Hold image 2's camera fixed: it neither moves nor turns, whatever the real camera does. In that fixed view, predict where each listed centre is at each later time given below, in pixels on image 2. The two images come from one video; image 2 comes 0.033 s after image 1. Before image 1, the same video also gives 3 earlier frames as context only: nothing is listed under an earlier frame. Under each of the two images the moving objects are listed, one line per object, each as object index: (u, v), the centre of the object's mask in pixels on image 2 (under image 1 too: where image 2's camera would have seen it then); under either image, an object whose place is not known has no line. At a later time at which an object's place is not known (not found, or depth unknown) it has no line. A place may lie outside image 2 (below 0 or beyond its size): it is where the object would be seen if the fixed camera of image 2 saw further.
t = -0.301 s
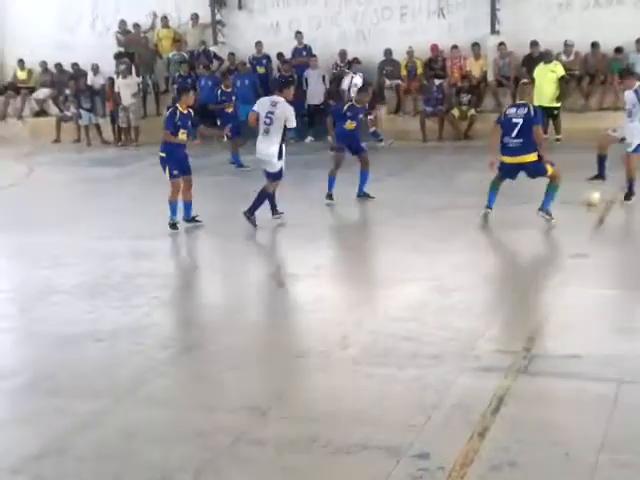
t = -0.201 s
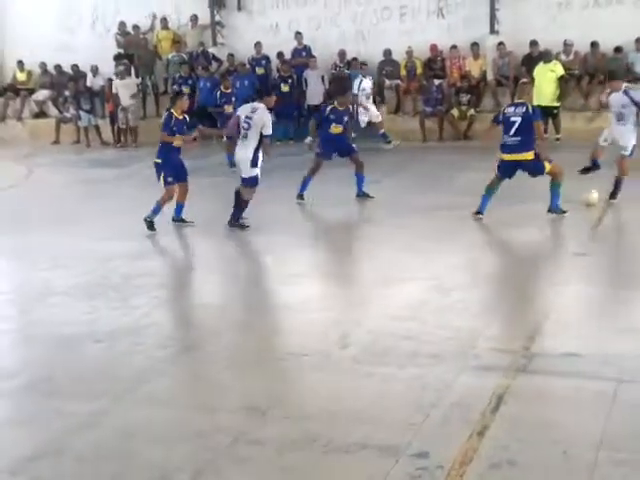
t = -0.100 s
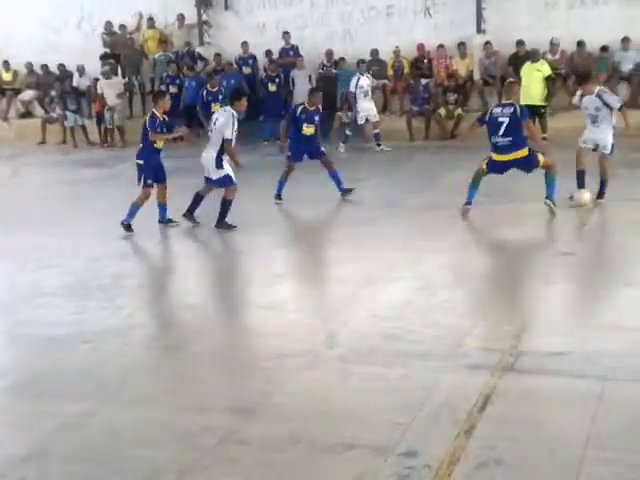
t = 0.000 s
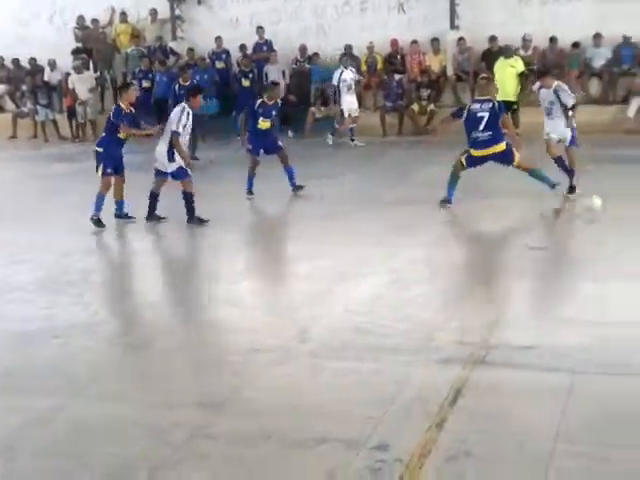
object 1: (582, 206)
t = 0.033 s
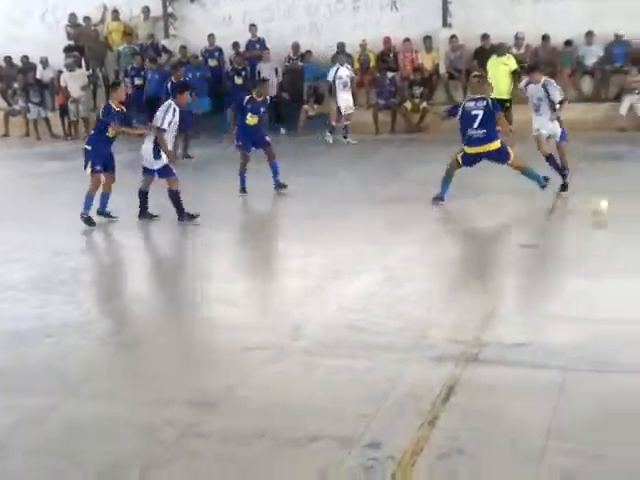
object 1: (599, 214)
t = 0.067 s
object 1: (612, 220)
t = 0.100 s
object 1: (629, 227)
